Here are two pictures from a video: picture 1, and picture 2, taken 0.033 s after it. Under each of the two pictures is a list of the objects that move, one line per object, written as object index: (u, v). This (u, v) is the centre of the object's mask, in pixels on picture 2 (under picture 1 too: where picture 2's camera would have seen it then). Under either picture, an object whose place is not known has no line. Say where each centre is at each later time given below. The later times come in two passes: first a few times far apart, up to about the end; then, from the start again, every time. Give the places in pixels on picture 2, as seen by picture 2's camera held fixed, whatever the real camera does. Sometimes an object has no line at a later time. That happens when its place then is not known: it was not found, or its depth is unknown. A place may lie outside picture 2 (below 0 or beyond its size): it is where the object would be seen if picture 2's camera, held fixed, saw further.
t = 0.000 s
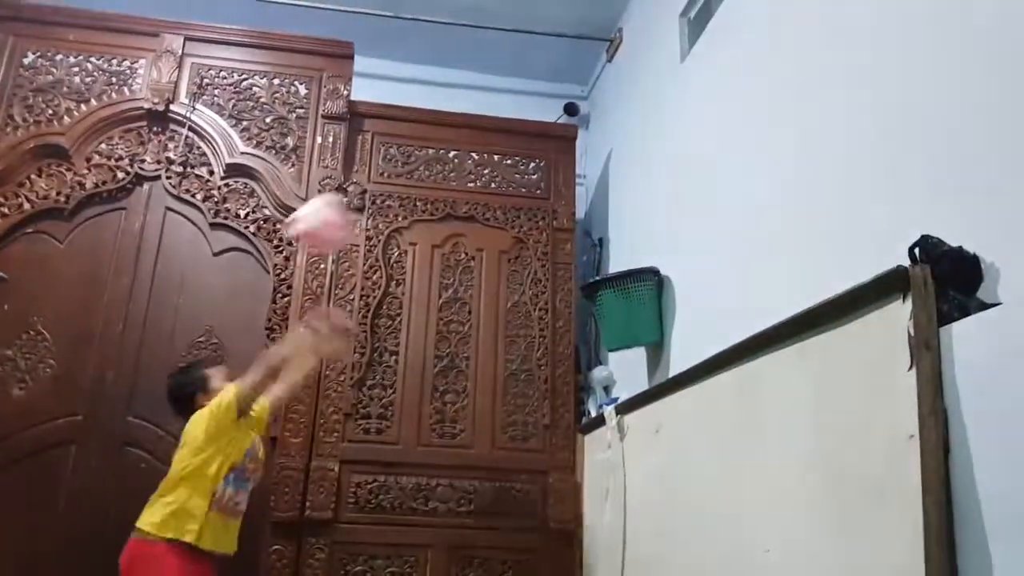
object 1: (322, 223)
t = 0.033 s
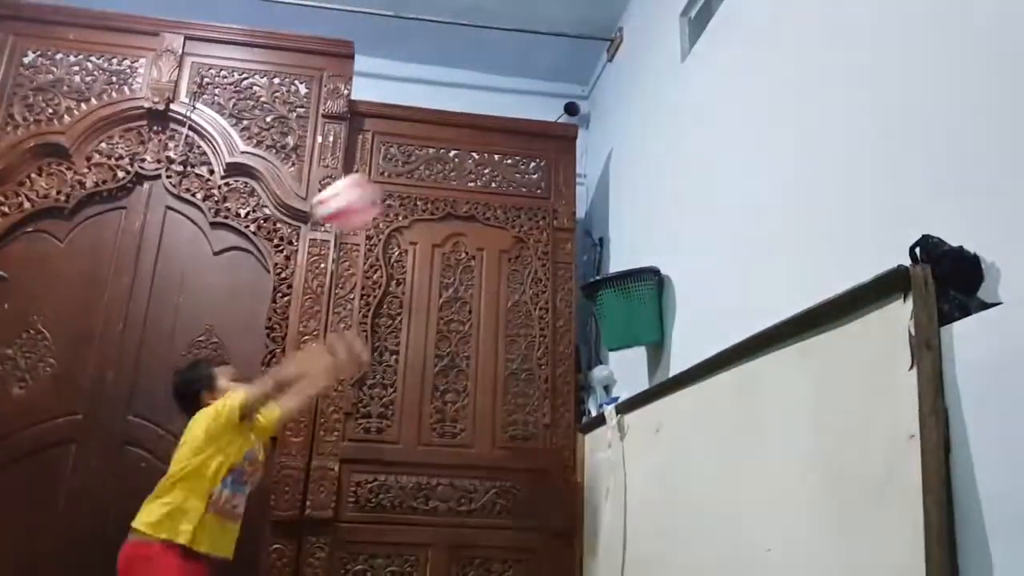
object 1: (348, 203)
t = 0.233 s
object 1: (482, 155)
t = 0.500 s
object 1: (624, 231)
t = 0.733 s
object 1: (527, 306)
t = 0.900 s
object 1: (444, 425)
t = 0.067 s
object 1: (373, 189)
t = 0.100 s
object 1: (394, 177)
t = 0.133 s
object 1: (418, 166)
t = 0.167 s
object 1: (440, 160)
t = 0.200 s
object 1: (463, 157)
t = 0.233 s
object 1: (482, 155)
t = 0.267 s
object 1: (502, 157)
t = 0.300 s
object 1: (522, 159)
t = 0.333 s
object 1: (540, 166)
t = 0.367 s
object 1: (556, 173)
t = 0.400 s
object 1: (577, 184)
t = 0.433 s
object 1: (592, 196)
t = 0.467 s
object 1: (612, 214)
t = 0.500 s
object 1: (624, 231)
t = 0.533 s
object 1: (614, 244)
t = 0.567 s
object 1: (598, 257)
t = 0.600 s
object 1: (582, 263)
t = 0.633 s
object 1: (570, 271)
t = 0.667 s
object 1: (556, 281)
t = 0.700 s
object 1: (543, 293)
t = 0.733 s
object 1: (527, 306)
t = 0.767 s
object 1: (511, 324)
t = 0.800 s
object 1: (495, 343)
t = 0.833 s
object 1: (479, 366)
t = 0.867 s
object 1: (462, 393)
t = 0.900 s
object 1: (444, 425)
